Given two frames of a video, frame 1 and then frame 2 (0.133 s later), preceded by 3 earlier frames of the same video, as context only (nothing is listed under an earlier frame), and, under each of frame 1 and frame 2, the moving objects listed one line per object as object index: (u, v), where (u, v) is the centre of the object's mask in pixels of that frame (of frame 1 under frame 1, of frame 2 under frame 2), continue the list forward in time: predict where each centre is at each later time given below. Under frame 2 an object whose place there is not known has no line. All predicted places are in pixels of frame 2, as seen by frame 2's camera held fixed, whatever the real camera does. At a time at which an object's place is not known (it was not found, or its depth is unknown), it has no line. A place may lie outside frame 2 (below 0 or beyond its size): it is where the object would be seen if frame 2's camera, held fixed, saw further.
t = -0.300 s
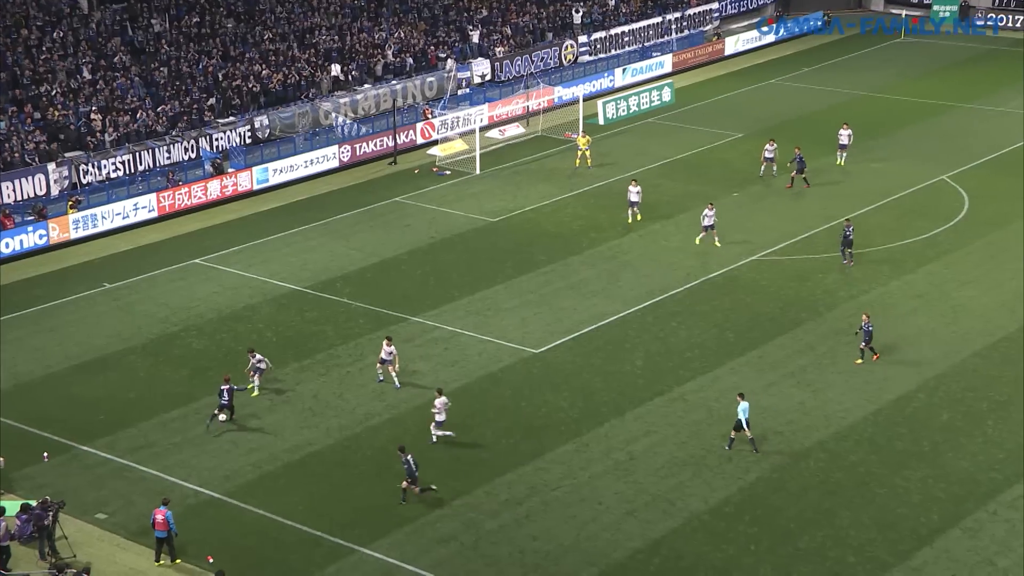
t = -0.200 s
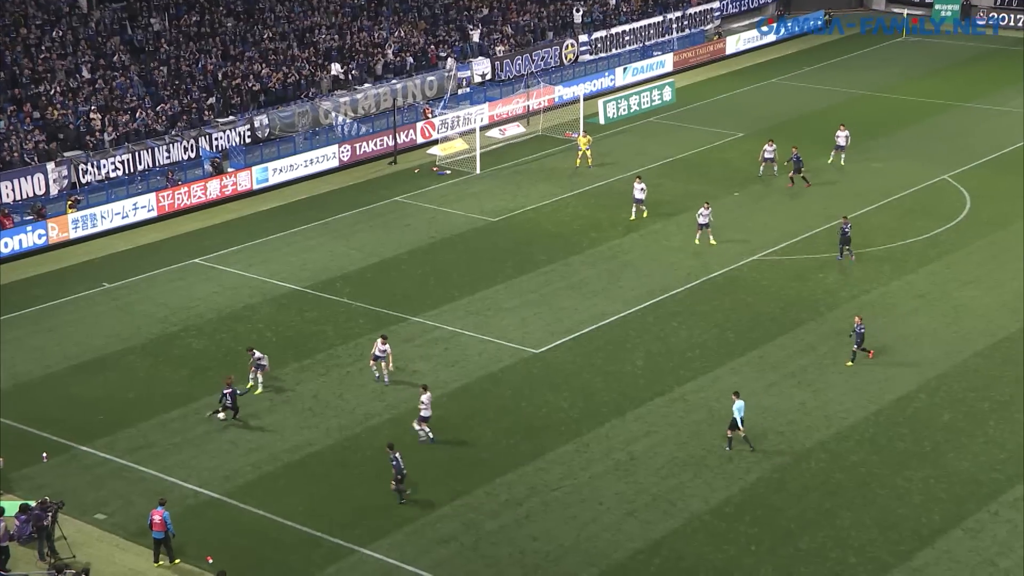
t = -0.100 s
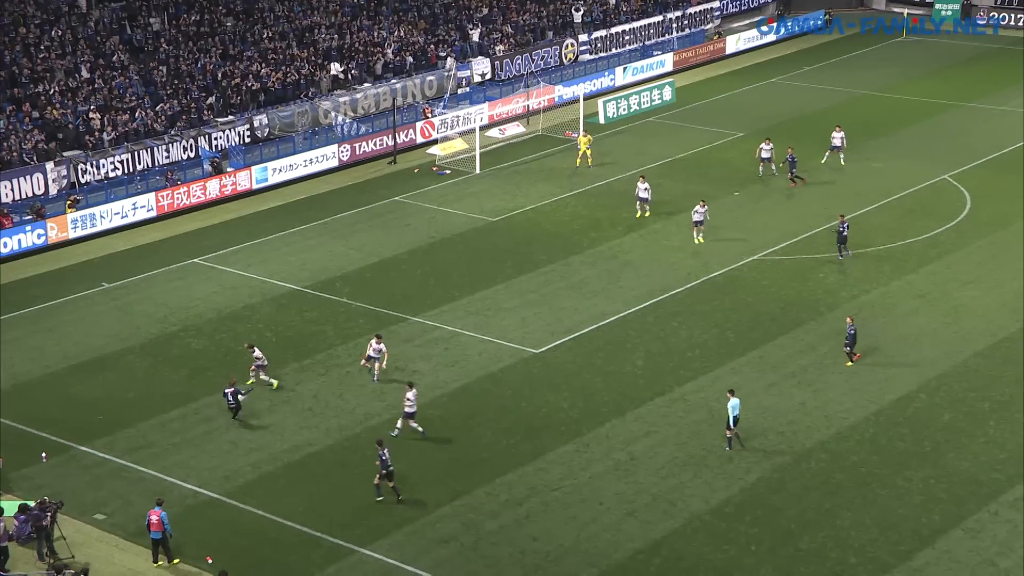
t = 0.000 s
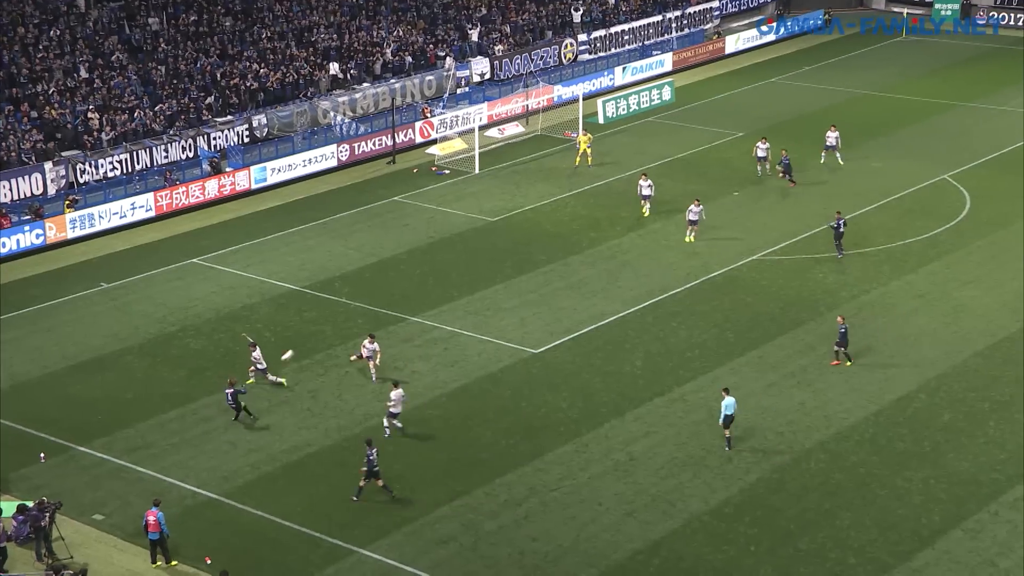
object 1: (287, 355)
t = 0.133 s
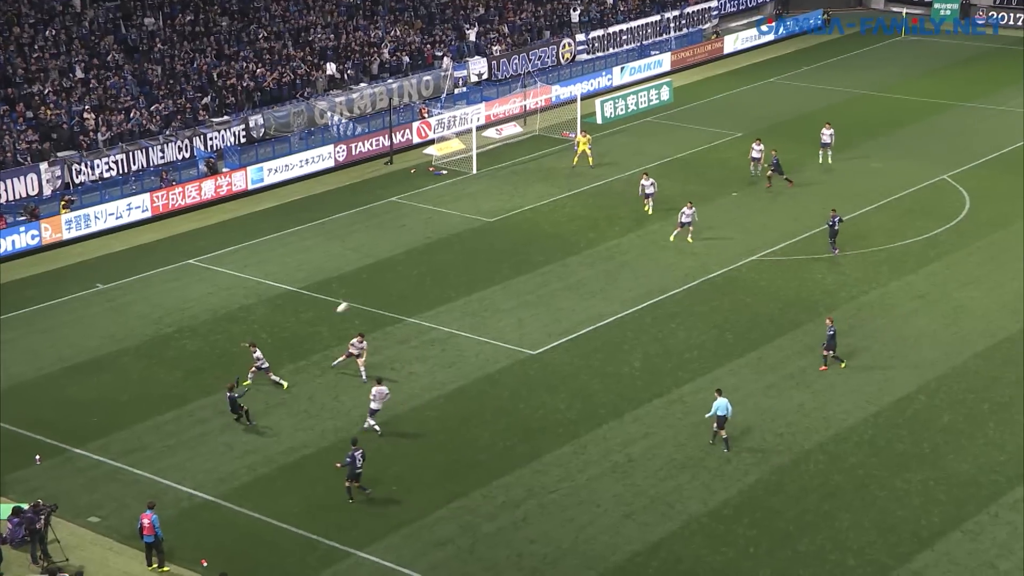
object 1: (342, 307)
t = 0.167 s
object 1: (355, 297)
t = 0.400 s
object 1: (438, 229)
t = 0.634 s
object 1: (509, 180)
